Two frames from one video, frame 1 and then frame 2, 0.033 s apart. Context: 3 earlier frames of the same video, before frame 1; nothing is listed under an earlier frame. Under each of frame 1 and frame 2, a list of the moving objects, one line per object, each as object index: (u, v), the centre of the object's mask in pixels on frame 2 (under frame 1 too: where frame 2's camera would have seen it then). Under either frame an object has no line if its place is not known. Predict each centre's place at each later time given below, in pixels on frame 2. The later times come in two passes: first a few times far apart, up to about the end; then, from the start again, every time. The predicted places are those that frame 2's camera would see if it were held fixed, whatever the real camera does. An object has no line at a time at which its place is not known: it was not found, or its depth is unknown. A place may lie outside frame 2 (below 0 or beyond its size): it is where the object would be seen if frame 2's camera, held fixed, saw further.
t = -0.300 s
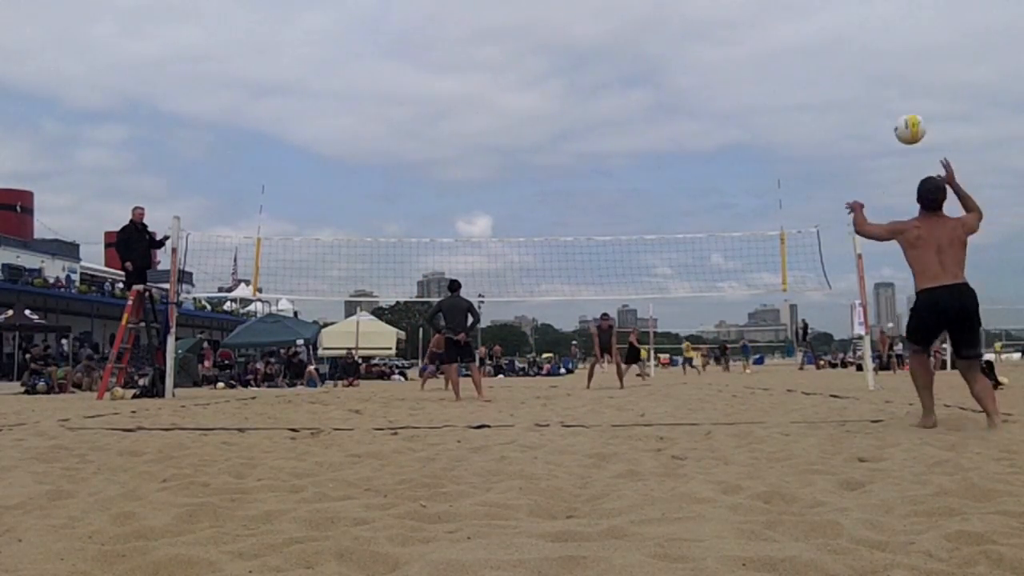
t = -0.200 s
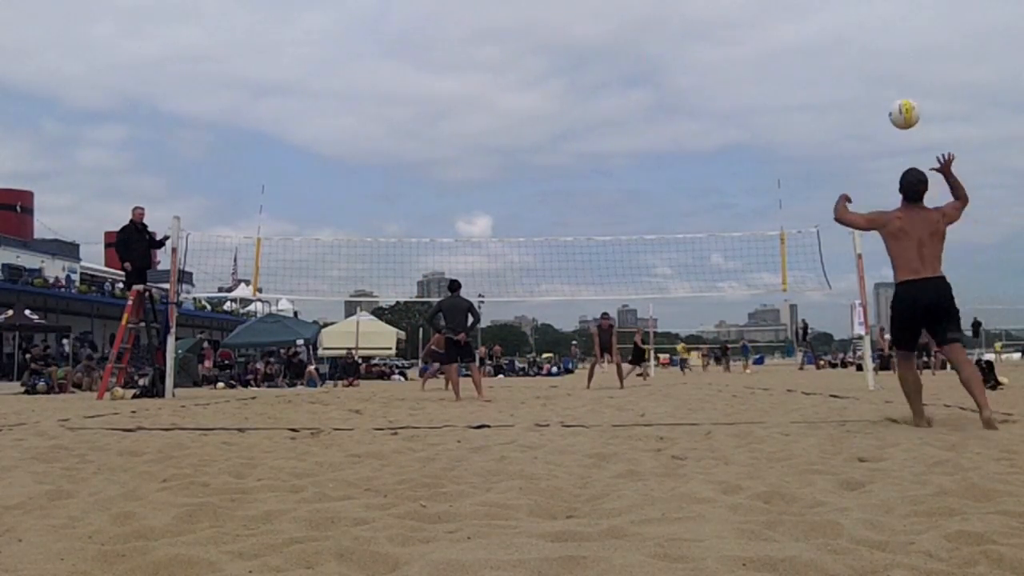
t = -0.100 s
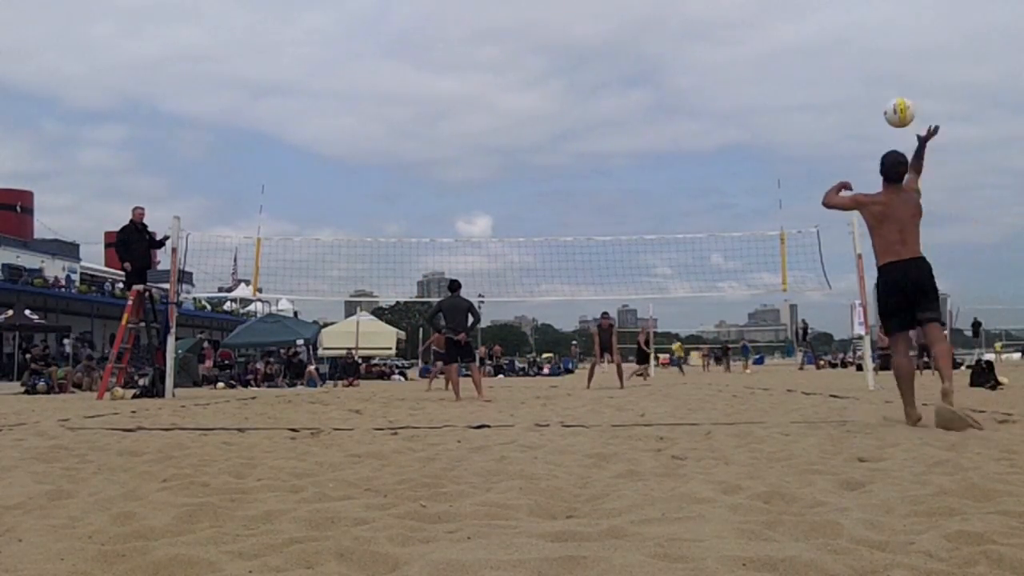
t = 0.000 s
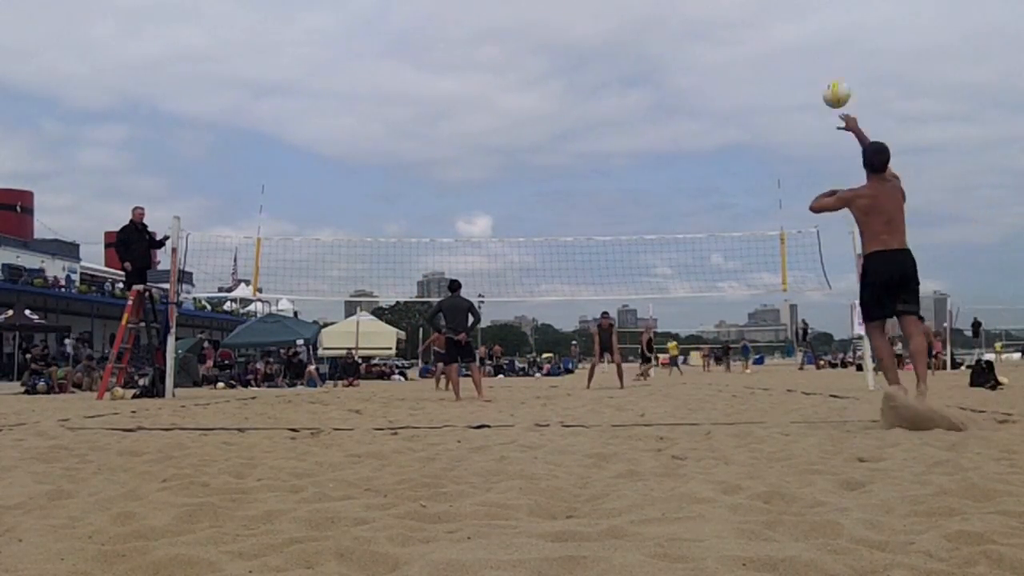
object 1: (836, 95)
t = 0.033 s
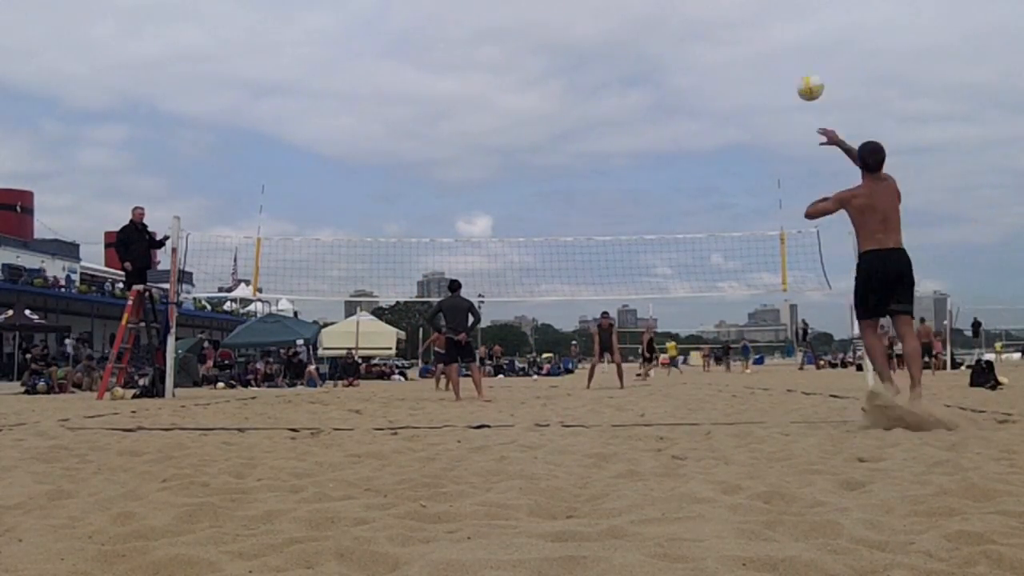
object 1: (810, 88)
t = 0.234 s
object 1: (688, 81)
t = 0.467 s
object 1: (595, 118)
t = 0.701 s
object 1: (532, 180)
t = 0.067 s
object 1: (786, 83)
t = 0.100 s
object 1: (764, 80)
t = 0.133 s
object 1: (743, 78)
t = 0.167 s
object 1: (723, 78)
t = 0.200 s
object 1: (705, 79)
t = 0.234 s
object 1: (688, 81)
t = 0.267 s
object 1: (672, 84)
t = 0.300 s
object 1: (657, 87)
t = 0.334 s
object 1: (643, 92)
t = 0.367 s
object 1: (630, 98)
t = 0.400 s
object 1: (618, 104)
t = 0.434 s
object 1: (606, 111)
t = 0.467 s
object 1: (595, 118)
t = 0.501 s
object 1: (585, 126)
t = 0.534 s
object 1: (575, 134)
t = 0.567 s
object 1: (565, 142)
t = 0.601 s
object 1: (556, 151)
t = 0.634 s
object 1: (548, 160)
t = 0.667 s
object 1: (540, 170)
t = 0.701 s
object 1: (532, 180)
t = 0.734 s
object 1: (525, 190)
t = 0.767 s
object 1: (518, 200)
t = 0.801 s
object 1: (512, 211)
